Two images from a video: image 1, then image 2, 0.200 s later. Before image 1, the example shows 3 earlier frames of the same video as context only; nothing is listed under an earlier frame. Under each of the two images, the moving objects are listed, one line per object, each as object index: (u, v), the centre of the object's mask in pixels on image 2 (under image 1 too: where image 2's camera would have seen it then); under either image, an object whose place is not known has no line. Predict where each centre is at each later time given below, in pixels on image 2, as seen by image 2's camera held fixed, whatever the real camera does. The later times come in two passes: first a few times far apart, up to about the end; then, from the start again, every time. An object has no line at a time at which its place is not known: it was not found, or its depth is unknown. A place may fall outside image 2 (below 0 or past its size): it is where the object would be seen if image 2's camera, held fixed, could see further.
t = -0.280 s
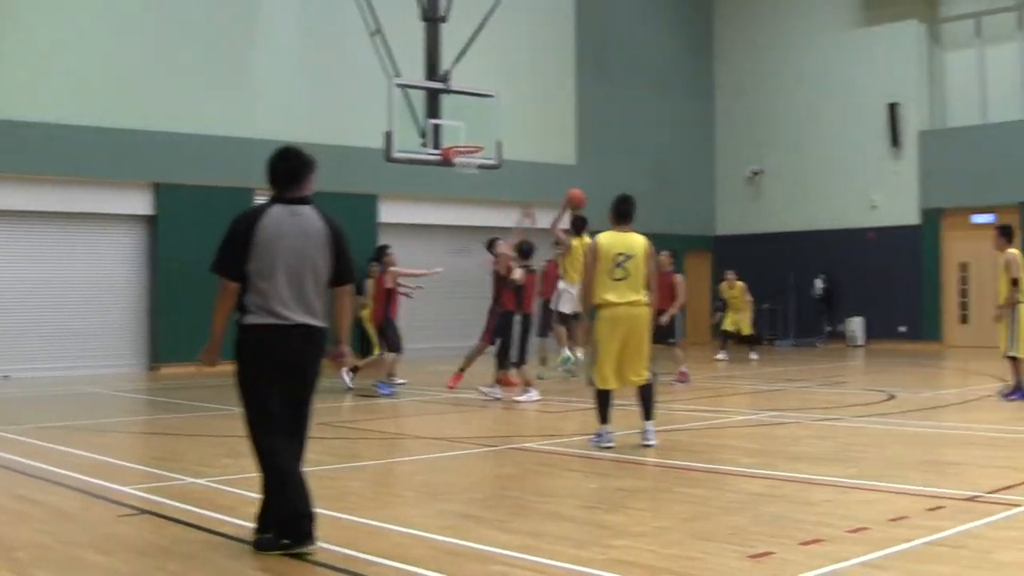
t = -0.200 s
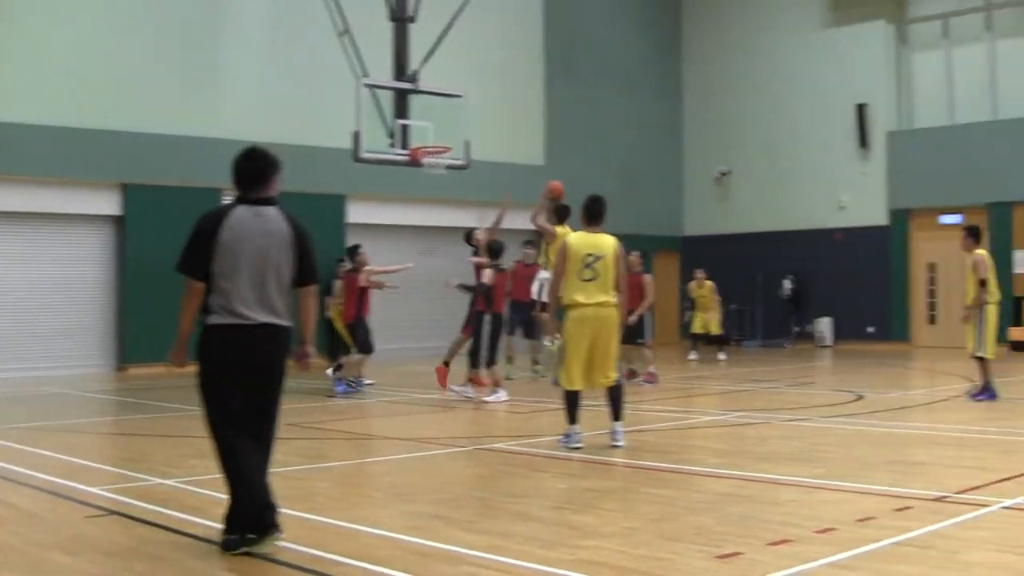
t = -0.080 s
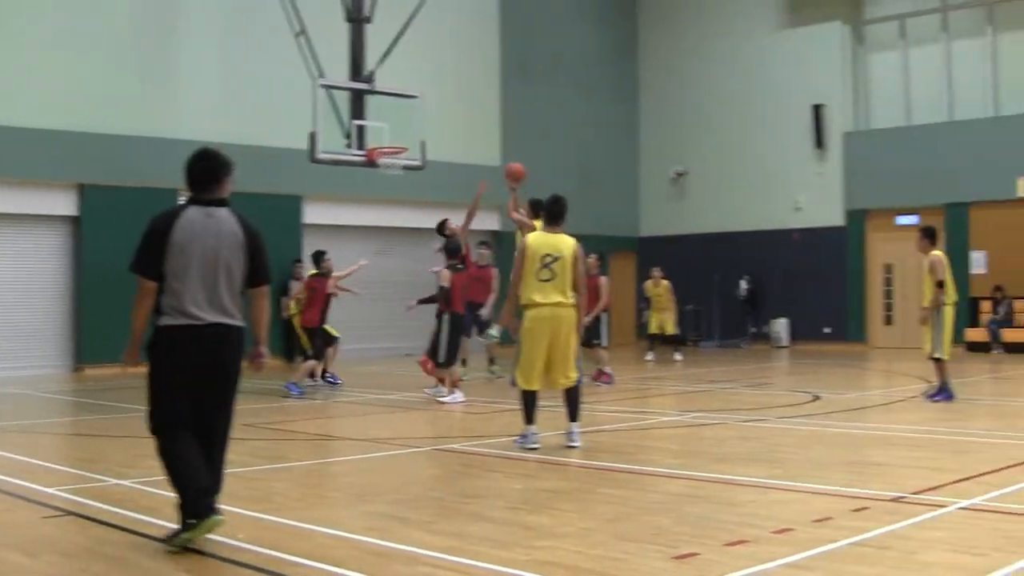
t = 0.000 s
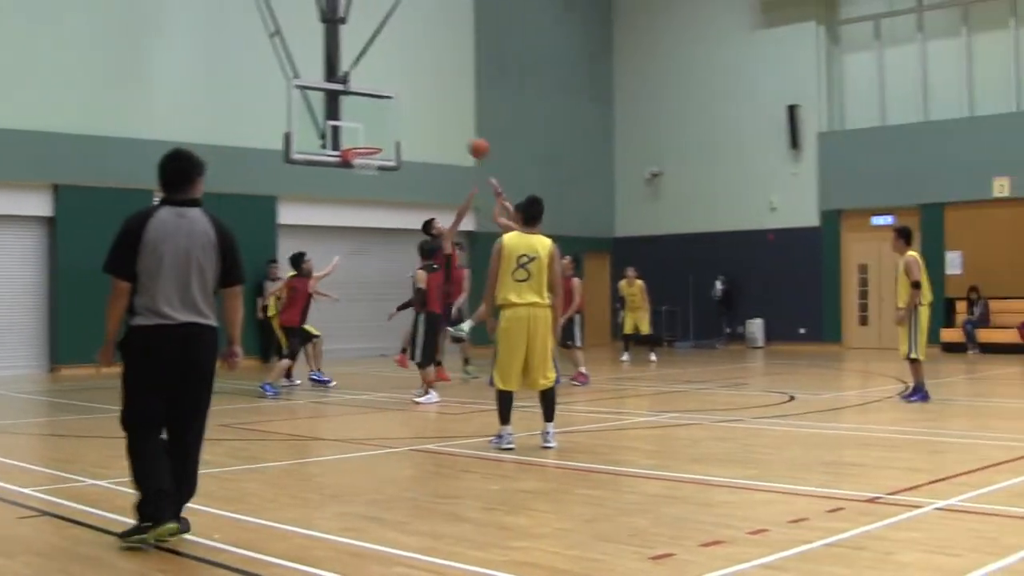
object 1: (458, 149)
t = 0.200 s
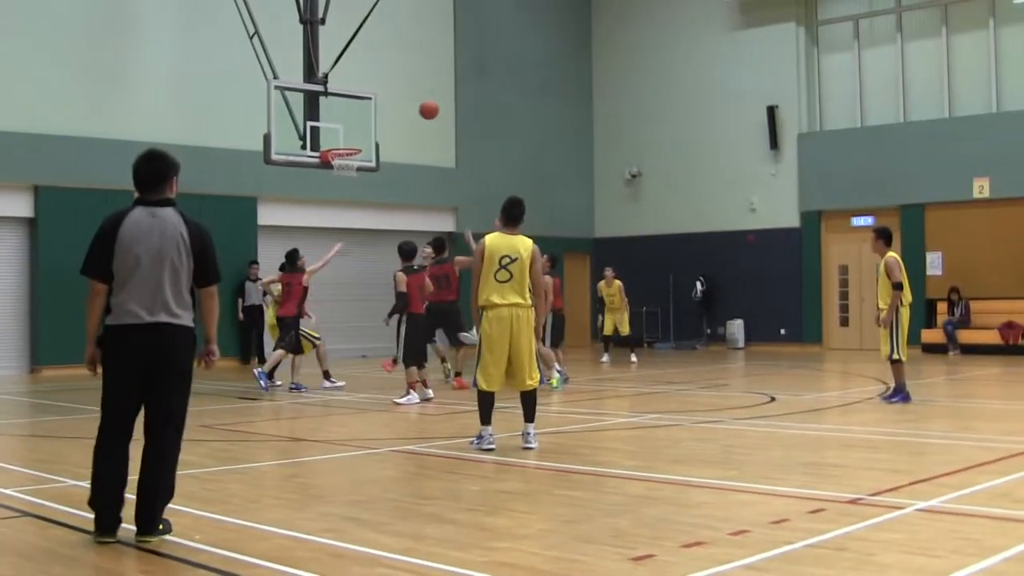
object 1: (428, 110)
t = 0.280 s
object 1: (417, 104)
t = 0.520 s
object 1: (386, 115)
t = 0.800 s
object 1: (389, 144)
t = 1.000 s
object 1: (424, 164)
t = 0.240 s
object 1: (423, 106)
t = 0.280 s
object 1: (417, 104)
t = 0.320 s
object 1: (412, 102)
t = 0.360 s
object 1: (407, 102)
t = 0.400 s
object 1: (402, 104)
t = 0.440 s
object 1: (396, 107)
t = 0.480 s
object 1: (391, 110)
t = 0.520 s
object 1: (386, 115)
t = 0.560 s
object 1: (381, 120)
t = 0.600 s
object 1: (377, 128)
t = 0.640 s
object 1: (372, 136)
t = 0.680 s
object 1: (368, 144)
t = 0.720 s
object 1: (374, 144)
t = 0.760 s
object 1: (381, 143)
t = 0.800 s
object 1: (389, 144)
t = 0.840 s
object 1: (396, 146)
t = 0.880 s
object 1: (403, 149)
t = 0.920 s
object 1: (410, 153)
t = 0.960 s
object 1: (416, 158)
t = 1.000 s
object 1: (424, 164)
